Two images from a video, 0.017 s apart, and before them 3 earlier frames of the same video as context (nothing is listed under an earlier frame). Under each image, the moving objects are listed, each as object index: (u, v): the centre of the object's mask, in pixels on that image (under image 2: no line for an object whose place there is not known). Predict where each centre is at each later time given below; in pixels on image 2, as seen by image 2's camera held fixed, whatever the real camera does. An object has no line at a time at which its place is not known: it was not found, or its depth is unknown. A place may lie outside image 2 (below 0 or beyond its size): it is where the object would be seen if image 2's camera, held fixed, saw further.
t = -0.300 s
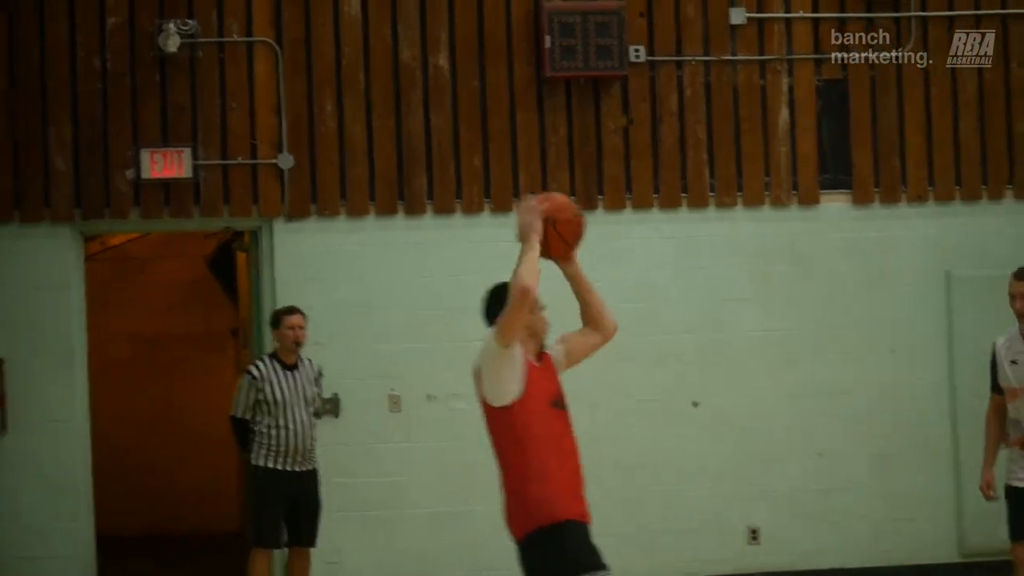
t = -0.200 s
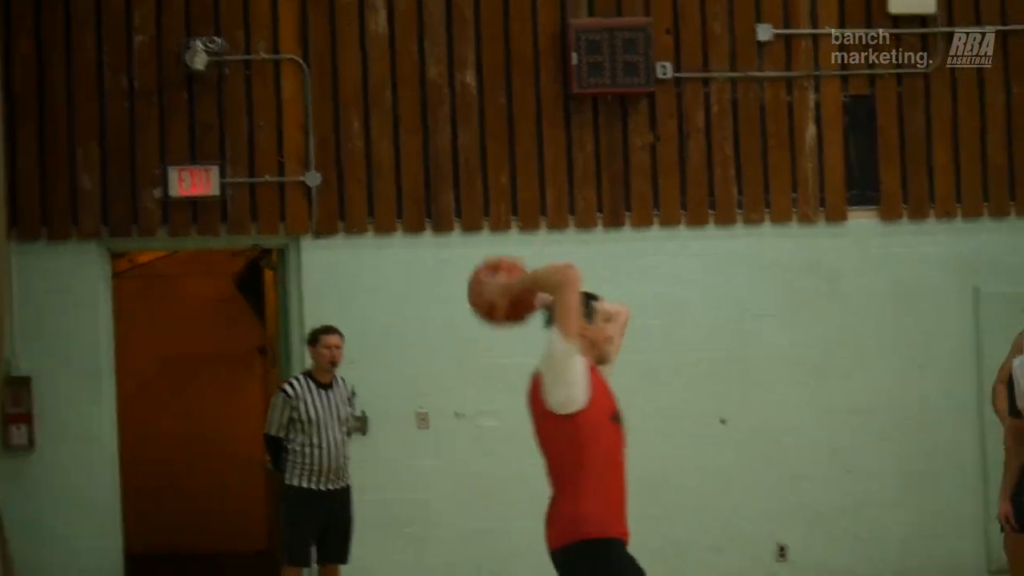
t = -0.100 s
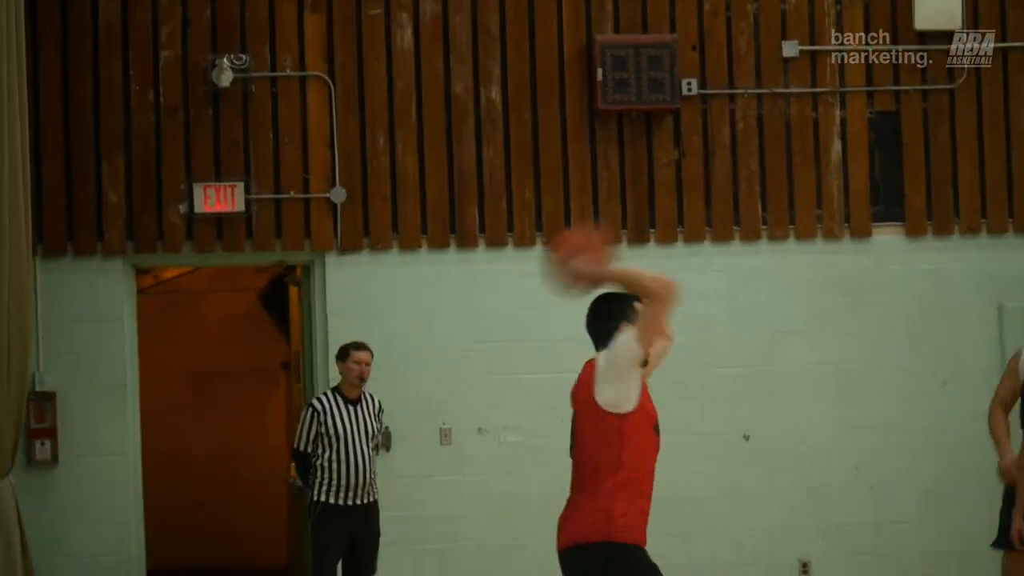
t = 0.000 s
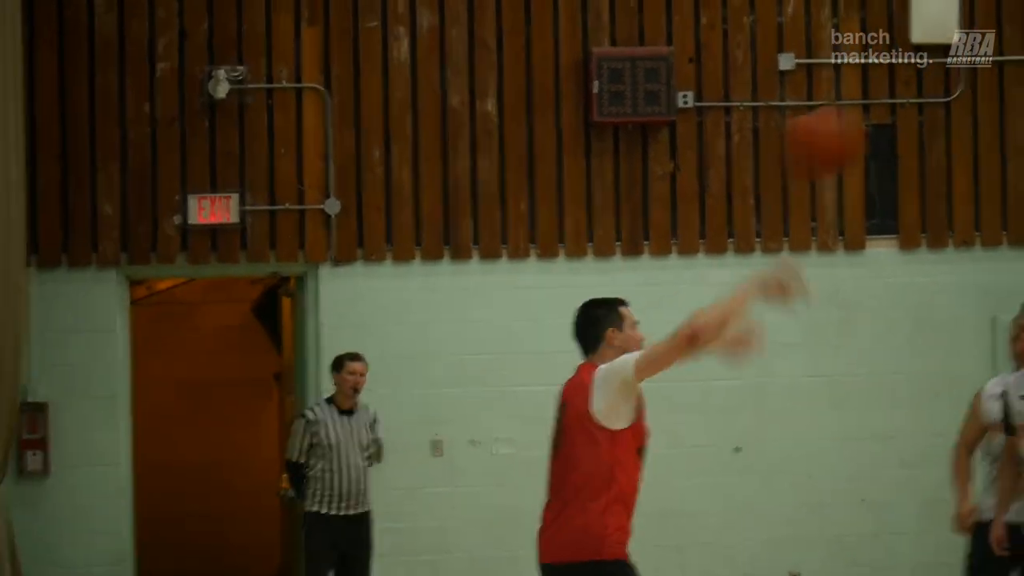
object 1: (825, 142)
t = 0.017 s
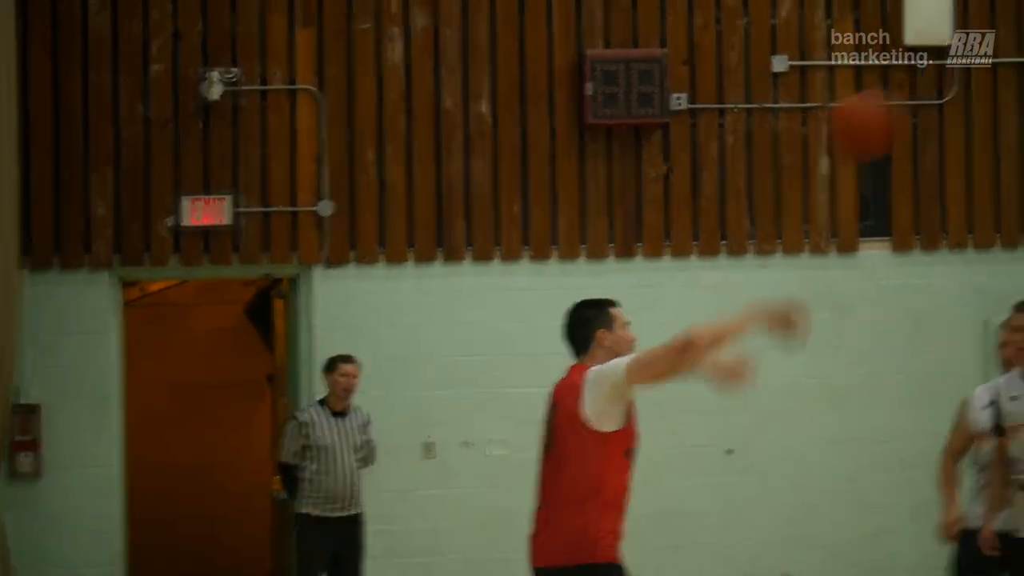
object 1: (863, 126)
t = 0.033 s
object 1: (913, 107)
